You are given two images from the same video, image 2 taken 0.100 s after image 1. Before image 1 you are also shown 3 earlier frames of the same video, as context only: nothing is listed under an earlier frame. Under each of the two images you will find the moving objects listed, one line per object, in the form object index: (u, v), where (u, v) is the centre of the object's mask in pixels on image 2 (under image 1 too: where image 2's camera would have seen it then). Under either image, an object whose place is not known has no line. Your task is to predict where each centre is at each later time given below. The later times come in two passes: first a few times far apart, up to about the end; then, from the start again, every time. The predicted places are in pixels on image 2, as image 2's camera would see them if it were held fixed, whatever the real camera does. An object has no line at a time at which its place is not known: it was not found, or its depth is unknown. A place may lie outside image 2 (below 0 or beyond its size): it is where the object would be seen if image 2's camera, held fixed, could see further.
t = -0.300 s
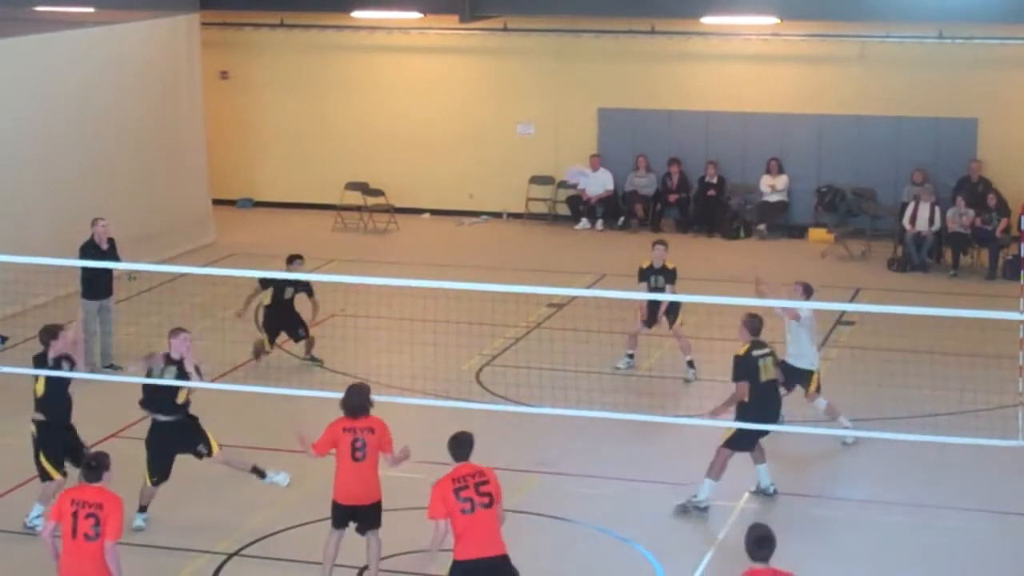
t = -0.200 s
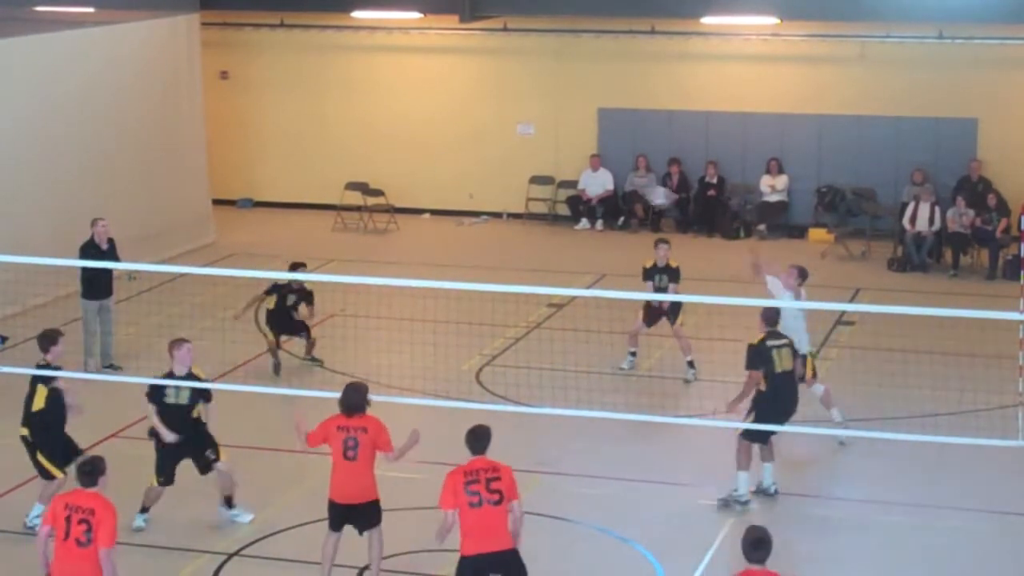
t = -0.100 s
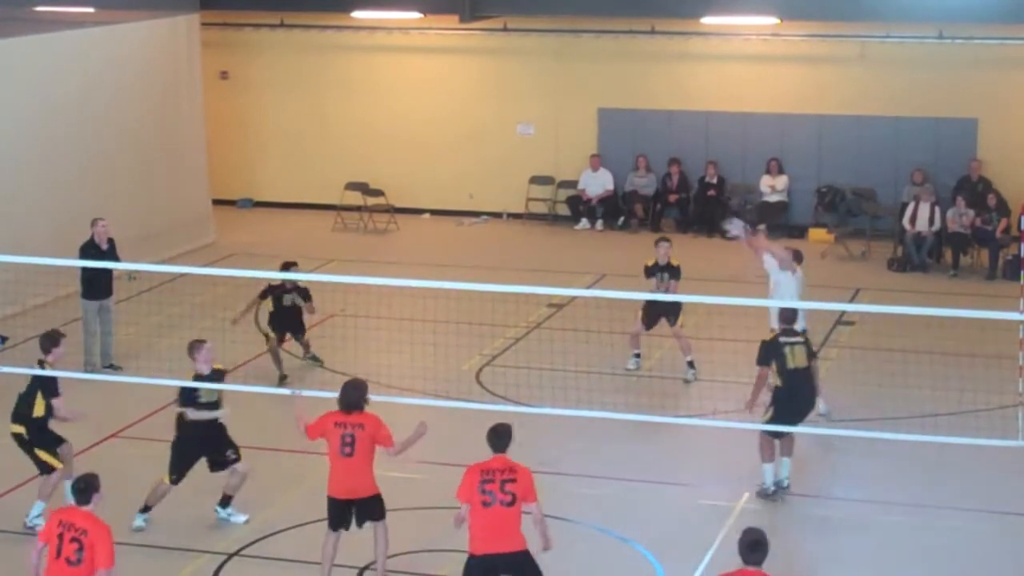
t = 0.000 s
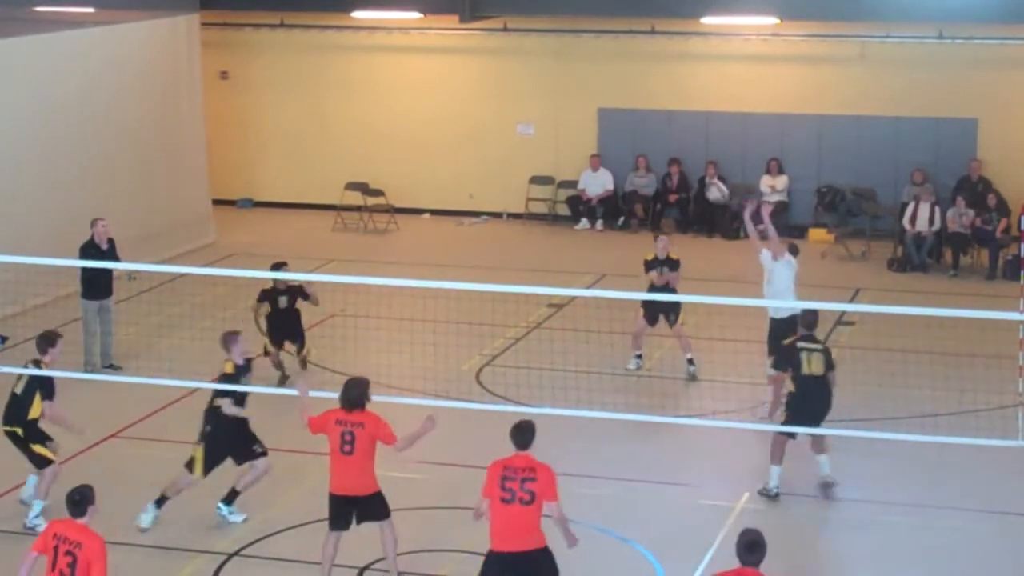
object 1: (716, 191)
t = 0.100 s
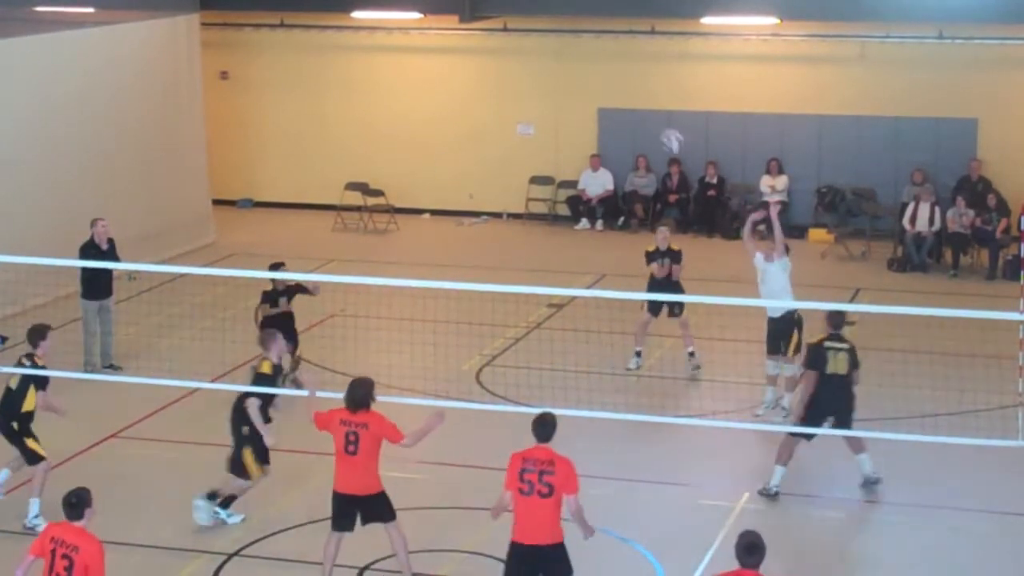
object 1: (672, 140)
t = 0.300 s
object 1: (579, 68)
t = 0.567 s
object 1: (451, 37)
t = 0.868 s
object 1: (309, 88)
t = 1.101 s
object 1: (203, 194)
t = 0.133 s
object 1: (656, 126)
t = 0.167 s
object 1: (641, 114)
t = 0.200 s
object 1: (627, 99)
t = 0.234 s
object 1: (611, 90)
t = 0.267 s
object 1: (595, 78)
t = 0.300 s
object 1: (579, 68)
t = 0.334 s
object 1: (563, 61)
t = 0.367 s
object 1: (548, 54)
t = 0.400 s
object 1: (533, 48)
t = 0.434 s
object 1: (517, 43)
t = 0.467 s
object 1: (499, 39)
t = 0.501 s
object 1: (485, 37)
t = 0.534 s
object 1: (469, 36)
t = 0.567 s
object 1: (451, 37)
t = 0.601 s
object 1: (437, 36)
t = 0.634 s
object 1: (420, 39)
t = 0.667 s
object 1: (404, 42)
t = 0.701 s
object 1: (388, 47)
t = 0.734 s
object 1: (372, 52)
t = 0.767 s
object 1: (356, 60)
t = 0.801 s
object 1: (341, 68)
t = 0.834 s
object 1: (325, 77)
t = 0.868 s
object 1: (309, 88)
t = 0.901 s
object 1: (295, 100)
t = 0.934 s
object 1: (279, 112)
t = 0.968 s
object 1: (264, 126)
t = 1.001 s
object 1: (248, 141)
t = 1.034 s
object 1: (233, 158)
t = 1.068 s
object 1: (218, 175)
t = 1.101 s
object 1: (203, 194)
